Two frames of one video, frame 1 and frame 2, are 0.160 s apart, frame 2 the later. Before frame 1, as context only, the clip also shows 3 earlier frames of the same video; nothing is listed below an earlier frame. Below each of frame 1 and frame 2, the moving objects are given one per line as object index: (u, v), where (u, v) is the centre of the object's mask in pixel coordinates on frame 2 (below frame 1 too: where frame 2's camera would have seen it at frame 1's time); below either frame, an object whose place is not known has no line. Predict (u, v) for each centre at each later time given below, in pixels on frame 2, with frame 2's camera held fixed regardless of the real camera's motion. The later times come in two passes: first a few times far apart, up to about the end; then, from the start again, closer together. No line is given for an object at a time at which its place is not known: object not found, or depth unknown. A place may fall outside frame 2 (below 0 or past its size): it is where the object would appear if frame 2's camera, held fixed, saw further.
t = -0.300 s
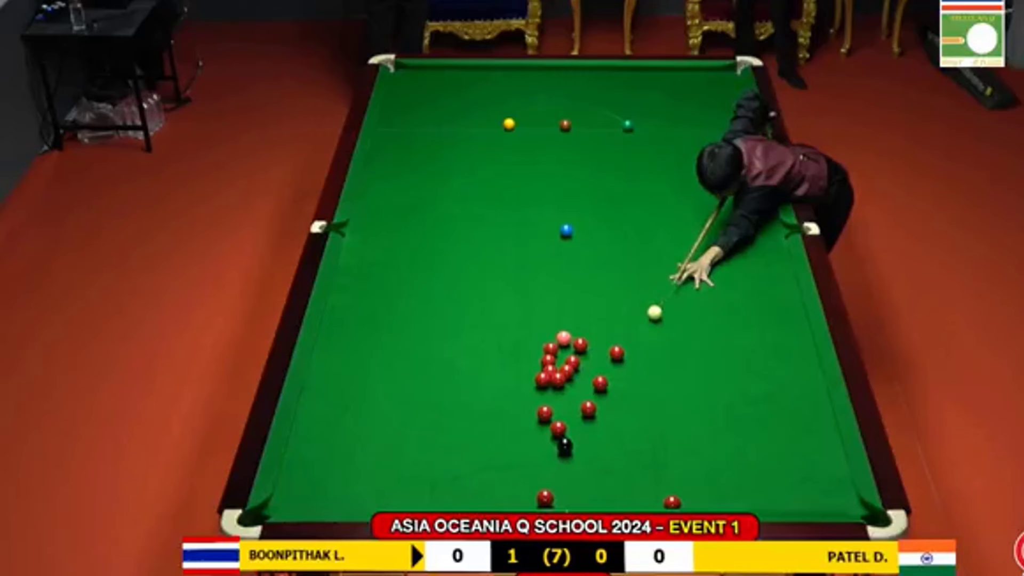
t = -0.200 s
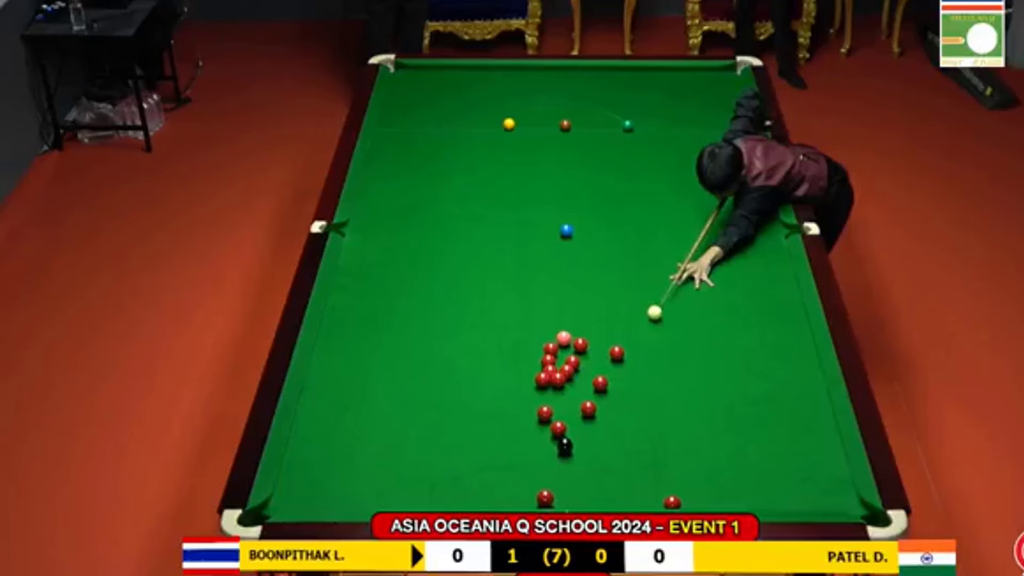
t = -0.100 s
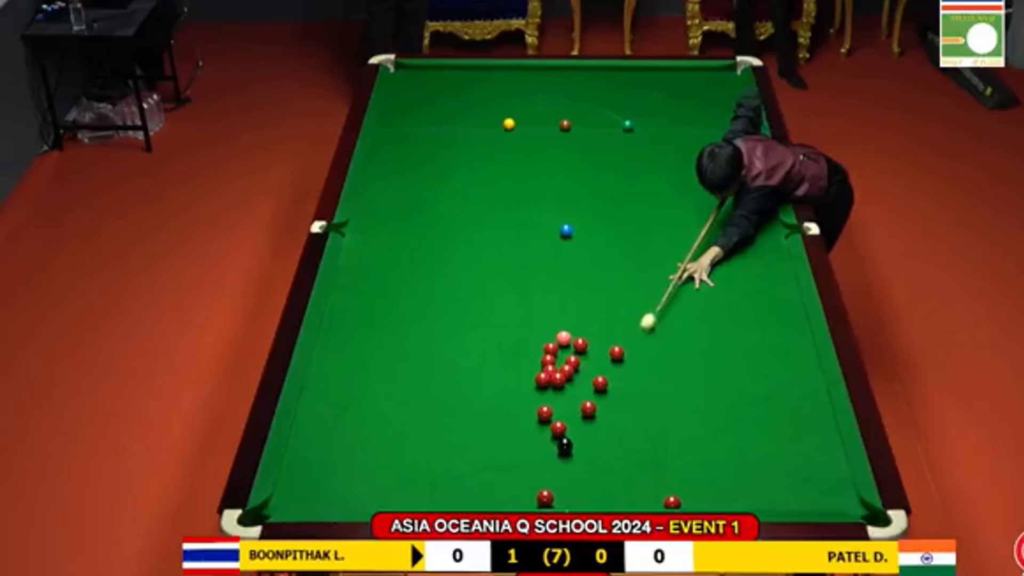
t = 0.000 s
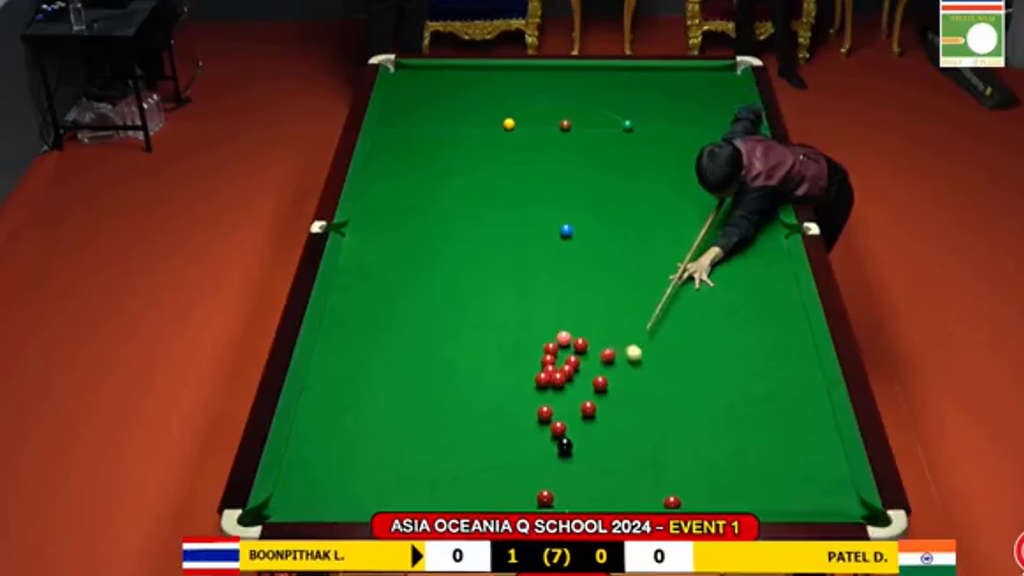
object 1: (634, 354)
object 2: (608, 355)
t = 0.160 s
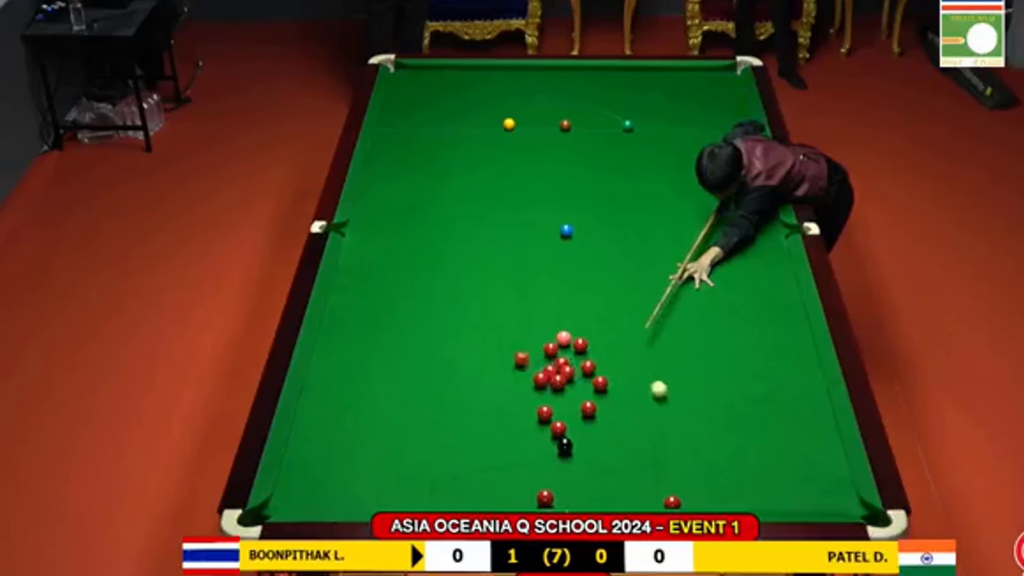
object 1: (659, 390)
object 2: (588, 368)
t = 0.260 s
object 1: (673, 413)
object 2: (589, 373)
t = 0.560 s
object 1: (718, 490)
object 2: (585, 382)
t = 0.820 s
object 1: (756, 469)
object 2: (581, 386)
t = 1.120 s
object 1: (794, 423)
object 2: (577, 391)
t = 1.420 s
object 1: (811, 383)
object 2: (573, 394)
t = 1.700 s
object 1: (779, 354)
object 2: (571, 397)
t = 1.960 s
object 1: (753, 328)
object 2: (571, 397)
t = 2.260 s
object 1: (725, 302)
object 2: (571, 398)
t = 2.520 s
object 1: (704, 281)
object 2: (571, 398)
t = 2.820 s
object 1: (681, 260)
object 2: (571, 398)
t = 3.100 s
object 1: (663, 241)
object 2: (571, 398)
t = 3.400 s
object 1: (646, 223)
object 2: (571, 398)
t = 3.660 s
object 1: (632, 209)
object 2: (571, 398)
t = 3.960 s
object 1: (618, 194)
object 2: (571, 398)
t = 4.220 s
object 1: (607, 183)
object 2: (571, 398)
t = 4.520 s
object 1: (596, 170)
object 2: (571, 398)
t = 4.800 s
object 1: (587, 160)
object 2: (570, 398)
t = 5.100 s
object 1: (578, 150)
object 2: (570, 398)
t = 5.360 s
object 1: (572, 142)
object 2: (570, 398)
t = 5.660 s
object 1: (565, 134)
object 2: (570, 398)
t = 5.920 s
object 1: (559, 129)
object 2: (570, 398)
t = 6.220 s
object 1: (551, 127)
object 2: (570, 398)
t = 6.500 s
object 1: (546, 125)
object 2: (570, 398)
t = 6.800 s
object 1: (541, 124)
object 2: (570, 398)
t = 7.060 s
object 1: (539, 123)
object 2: (570, 398)
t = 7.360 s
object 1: (537, 122)
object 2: (571, 398)
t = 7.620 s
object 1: (537, 122)
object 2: (571, 398)
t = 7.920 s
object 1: (537, 122)
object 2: (571, 398)
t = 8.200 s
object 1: (537, 122)
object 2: (571, 398)
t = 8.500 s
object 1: (537, 122)
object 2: (571, 398)
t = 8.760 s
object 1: (537, 122)
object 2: (571, 398)
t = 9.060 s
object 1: (537, 123)
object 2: (571, 398)
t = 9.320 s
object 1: (537, 122)
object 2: (571, 398)
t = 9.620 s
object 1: (537, 122)
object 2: (571, 398)
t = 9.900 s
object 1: (537, 122)
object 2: (571, 398)
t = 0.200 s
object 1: (664, 400)
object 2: (588, 370)
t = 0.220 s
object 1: (667, 404)
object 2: (588, 371)
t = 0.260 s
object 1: (673, 413)
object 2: (589, 373)
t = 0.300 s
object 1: (678, 423)
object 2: (589, 374)
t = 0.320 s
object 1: (681, 428)
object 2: (589, 375)
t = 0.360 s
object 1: (687, 438)
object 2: (589, 377)
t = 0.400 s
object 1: (693, 448)
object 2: (589, 378)
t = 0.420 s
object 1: (696, 454)
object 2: (588, 379)
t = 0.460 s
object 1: (702, 464)
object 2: (587, 380)
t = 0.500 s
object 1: (708, 475)
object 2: (587, 380)
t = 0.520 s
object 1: (711, 480)
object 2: (586, 381)
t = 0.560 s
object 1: (718, 490)
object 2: (585, 382)
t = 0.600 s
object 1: (724, 500)
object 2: (585, 383)
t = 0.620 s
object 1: (727, 504)
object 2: (584, 383)
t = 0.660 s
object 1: (733, 498)
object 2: (584, 383)
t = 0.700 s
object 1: (739, 490)
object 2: (583, 384)
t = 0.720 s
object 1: (742, 486)
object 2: (583, 384)
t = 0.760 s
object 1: (748, 479)
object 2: (582, 385)
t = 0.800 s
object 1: (753, 472)
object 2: (581, 386)
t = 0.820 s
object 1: (756, 469)
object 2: (581, 386)
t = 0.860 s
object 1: (761, 462)
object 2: (580, 387)
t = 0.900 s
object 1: (766, 456)
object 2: (579, 388)
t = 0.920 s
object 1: (769, 453)
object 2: (579, 388)
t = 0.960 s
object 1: (774, 447)
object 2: (579, 389)
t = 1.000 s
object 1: (779, 441)
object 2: (578, 390)
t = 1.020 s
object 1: (782, 437)
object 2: (578, 390)
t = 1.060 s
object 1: (787, 432)
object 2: (578, 390)
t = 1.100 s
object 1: (792, 426)
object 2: (577, 391)
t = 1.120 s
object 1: (794, 423)
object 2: (577, 391)
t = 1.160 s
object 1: (799, 417)
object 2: (576, 391)
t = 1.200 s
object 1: (804, 412)
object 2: (576, 392)
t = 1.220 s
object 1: (806, 409)
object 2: (576, 392)
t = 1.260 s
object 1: (810, 403)
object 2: (575, 393)
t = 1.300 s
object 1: (815, 398)
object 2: (575, 393)
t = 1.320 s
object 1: (817, 396)
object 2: (574, 393)
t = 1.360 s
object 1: (819, 390)
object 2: (574, 393)
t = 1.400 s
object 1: (813, 386)
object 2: (573, 394)
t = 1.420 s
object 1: (811, 383)
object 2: (573, 394)
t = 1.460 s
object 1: (806, 379)
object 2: (573, 395)
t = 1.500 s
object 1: (801, 374)
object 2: (573, 395)
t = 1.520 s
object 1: (799, 372)
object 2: (573, 395)
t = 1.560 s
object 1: (795, 368)
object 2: (572, 396)
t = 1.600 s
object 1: (790, 364)
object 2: (572, 396)
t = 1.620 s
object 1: (788, 362)
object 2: (572, 396)
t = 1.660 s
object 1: (784, 358)
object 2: (572, 396)
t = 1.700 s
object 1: (779, 354)
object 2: (571, 397)
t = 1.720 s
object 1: (777, 352)
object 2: (571, 397)
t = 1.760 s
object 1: (773, 348)
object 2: (571, 397)
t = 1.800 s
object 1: (769, 343)
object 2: (571, 397)
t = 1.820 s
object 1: (767, 342)
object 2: (571, 397)
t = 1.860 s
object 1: (763, 338)
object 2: (571, 397)
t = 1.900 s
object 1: (759, 334)
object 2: (571, 397)
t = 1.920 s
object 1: (757, 332)
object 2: (571, 397)
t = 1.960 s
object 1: (753, 328)
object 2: (571, 397)
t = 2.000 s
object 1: (748, 325)
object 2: (570, 398)
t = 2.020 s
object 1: (747, 323)
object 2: (571, 398)
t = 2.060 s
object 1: (743, 319)
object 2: (570, 398)
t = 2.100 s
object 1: (739, 316)
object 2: (570, 398)
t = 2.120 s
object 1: (737, 314)
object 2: (570, 398)
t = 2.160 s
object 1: (734, 311)
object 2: (571, 398)
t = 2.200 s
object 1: (730, 307)
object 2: (571, 398)
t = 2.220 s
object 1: (729, 306)
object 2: (571, 398)
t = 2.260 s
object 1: (725, 302)
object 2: (571, 398)
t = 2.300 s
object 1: (722, 299)
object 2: (571, 398)
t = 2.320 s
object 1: (720, 297)
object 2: (571, 398)
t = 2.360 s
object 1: (717, 294)
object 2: (571, 398)
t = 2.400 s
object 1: (713, 291)
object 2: (571, 398)
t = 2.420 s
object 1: (712, 289)
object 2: (571, 398)
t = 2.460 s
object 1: (708, 286)
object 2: (571, 398)
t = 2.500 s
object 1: (705, 283)
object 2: (571, 398)
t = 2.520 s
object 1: (704, 281)
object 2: (571, 398)
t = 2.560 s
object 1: (701, 278)
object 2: (571, 398)
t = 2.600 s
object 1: (697, 275)
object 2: (571, 398)
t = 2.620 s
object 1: (696, 274)
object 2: (571, 398)
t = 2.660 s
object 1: (693, 271)
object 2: (571, 398)
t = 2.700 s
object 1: (690, 268)
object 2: (571, 398)
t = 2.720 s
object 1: (688, 267)
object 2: (571, 398)
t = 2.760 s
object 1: (685, 264)
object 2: (571, 398)
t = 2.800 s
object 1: (683, 261)
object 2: (571, 398)
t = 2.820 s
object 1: (681, 260)
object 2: (571, 398)
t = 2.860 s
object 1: (678, 257)
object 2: (571, 398)
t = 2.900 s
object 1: (676, 254)
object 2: (571, 398)
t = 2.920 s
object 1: (674, 253)
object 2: (571, 398)
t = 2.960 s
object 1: (672, 250)
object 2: (571, 398)
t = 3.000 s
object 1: (669, 248)
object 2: (571, 398)
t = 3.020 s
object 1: (668, 246)
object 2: (571, 398)
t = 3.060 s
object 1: (665, 244)
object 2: (571, 398)
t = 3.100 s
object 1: (663, 241)
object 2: (571, 398)
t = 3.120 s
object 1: (662, 240)
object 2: (571, 398)
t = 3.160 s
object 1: (659, 238)
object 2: (571, 398)
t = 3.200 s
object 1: (657, 235)
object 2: (571, 398)
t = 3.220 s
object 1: (656, 234)
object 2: (571, 398)
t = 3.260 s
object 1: (653, 232)
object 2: (571, 398)
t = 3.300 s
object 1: (651, 229)
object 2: (571, 398)
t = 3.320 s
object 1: (650, 228)
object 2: (571, 398)
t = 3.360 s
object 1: (648, 226)
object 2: (571, 398)
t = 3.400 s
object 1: (646, 223)
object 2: (571, 398)
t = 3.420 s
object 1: (645, 222)
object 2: (571, 398)
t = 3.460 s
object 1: (642, 220)
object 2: (571, 398)
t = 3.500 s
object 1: (640, 218)
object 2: (571, 398)
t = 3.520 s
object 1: (639, 217)
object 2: (571, 398)
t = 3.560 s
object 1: (637, 215)
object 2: (571, 398)
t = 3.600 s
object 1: (635, 212)
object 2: (571, 398)
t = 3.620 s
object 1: (634, 211)
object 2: (571, 398)
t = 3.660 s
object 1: (632, 209)
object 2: (571, 398)
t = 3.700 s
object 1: (630, 207)
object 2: (571, 398)
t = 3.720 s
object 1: (629, 206)
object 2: (571, 398)
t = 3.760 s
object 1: (627, 204)
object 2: (571, 398)
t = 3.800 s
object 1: (625, 202)
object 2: (571, 398)
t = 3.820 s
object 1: (624, 201)
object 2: (571, 398)
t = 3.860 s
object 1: (622, 199)
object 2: (571, 398)
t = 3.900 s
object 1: (621, 197)
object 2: (571, 398)
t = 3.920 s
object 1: (620, 196)
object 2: (571, 398)
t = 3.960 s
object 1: (618, 194)
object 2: (571, 398)
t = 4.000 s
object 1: (616, 193)
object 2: (571, 398)
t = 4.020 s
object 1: (615, 191)
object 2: (571, 398)
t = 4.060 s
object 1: (614, 190)
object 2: (571, 398)
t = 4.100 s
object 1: (612, 188)
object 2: (571, 398)
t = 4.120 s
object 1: (611, 187)
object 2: (571, 398)
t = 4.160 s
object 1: (610, 185)
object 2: (570, 398)
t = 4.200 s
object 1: (608, 184)
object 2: (571, 398)
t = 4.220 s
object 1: (607, 183)
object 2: (571, 398)
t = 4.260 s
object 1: (606, 181)
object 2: (571, 398)
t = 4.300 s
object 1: (604, 179)
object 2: (571, 398)
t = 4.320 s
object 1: (604, 179)
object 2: (571, 398)
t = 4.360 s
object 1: (602, 177)
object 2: (571, 398)
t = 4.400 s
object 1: (600, 175)
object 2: (571, 398)
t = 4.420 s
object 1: (599, 174)
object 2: (571, 398)
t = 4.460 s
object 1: (598, 173)
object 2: (571, 398)
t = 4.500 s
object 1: (597, 171)
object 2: (571, 398)
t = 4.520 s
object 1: (596, 170)
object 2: (571, 398)
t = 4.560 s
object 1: (595, 169)
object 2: (571, 398)
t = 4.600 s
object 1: (593, 167)
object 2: (570, 398)
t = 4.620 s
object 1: (593, 166)
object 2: (570, 398)
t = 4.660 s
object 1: (591, 165)
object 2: (570, 398)
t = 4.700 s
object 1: (590, 163)
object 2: (570, 398)
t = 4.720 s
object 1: (589, 163)
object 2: (570, 398)
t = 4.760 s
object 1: (589, 161)
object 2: (570, 398)
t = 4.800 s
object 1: (587, 160)
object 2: (570, 398)
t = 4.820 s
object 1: (586, 159)
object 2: (570, 398)
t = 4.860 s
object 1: (585, 158)
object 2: (570, 398)
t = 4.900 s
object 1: (584, 157)
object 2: (570, 398)
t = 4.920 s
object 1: (583, 156)
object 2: (570, 398)
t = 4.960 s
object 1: (582, 154)
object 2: (570, 398)
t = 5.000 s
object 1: (581, 153)
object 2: (570, 398)
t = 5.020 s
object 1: (581, 153)
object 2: (570, 398)
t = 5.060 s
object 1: (579, 151)
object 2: (570, 398)
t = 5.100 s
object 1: (578, 150)
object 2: (570, 398)
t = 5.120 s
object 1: (577, 149)
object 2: (570, 398)
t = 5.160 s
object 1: (577, 148)
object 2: (570, 398)
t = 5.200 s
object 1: (576, 147)
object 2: (570, 398)
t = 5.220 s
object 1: (575, 146)
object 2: (570, 398)
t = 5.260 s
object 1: (574, 145)
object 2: (570, 398)
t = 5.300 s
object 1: (573, 144)
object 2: (570, 398)
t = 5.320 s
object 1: (573, 143)
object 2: (570, 398)
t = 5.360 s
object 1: (572, 142)
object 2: (570, 398)
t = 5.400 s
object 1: (571, 141)
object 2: (570, 398)
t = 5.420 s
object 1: (570, 140)
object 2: (570, 398)
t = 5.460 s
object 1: (570, 140)
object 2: (570, 398)
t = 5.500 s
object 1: (568, 138)
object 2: (570, 398)
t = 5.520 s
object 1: (568, 138)
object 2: (570, 398)
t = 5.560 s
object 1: (567, 137)
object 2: (570, 398)
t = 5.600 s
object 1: (566, 136)
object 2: (570, 398)
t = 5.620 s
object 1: (566, 135)
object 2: (570, 398)
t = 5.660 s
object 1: (565, 134)
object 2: (570, 398)
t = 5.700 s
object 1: (564, 133)
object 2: (570, 398)
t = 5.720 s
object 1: (563, 133)
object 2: (570, 398)
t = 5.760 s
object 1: (563, 132)
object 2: (570, 398)
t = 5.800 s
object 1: (562, 131)
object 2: (570, 398)
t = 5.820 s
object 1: (561, 130)
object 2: (570, 398)
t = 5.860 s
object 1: (561, 130)
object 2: (570, 398)
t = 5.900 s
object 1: (560, 129)
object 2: (570, 398)
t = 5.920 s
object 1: (559, 129)
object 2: (570, 398)
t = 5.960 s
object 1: (558, 129)
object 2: (570, 398)
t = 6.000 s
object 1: (556, 128)
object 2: (570, 398)
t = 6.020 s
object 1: (556, 128)
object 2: (570, 398)
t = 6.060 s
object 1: (555, 128)
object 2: (570, 398)
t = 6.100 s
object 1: (554, 127)
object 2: (570, 398)
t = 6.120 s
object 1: (554, 127)
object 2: (570, 398)
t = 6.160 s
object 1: (553, 127)
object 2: (570, 398)
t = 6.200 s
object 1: (552, 127)
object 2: (570, 398)
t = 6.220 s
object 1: (551, 127)
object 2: (570, 398)
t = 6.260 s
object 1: (551, 127)
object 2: (570, 398)
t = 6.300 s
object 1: (550, 126)
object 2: (570, 398)
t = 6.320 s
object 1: (549, 126)
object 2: (570, 398)
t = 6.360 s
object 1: (548, 126)
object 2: (570, 398)
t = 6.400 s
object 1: (548, 125)
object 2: (570, 398)
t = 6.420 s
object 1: (547, 125)
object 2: (570, 398)
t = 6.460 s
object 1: (547, 125)
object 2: (570, 398)
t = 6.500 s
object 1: (546, 125)
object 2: (570, 398)
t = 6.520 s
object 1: (545, 125)
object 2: (570, 398)
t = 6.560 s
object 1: (545, 125)
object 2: (570, 398)
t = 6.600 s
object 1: (544, 125)
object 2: (570, 398)
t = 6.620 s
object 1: (544, 124)
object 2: (570, 398)
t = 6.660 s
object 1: (543, 124)
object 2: (570, 398)
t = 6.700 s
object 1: (543, 124)
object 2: (570, 398)
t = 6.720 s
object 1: (542, 124)
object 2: (570, 398)
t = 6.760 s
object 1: (542, 124)
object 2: (570, 398)
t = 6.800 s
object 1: (541, 124)
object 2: (570, 398)
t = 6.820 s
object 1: (541, 123)
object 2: (570, 398)
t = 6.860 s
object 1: (541, 123)
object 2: (570, 398)
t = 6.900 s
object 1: (540, 123)
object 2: (571, 398)
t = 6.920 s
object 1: (540, 123)
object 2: (570, 398)
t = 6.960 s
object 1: (540, 123)
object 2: (570, 398)
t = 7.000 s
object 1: (539, 123)
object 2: (570, 398)
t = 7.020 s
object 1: (539, 123)
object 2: (570, 398)
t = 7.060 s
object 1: (539, 123)
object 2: (570, 398)
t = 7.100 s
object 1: (538, 123)
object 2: (571, 398)
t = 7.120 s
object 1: (538, 123)
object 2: (571, 398)
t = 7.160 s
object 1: (538, 122)
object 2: (570, 398)
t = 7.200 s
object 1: (538, 122)
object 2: (571, 398)
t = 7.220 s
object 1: (538, 122)
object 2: (571, 398)
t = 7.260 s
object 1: (537, 122)
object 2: (571, 398)
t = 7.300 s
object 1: (537, 122)
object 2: (571, 398)
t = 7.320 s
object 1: (537, 122)
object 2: (571, 398)
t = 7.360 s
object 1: (537, 122)
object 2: (571, 398)
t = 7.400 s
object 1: (537, 122)
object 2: (571, 398)
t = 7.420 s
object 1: (537, 122)
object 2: (571, 398)
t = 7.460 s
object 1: (537, 122)
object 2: (571, 398)
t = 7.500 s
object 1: (537, 122)
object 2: (571, 398)
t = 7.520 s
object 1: (537, 122)
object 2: (571, 398)
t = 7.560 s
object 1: (537, 122)
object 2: (571, 398)
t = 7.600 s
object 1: (537, 122)
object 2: (571, 398)
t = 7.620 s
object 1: (537, 122)
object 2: (571, 398)
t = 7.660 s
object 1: (537, 122)
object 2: (571, 398)
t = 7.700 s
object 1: (537, 122)
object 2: (571, 398)
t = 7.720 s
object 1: (537, 122)
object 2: (571, 398)
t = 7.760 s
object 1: (537, 122)
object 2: (571, 398)
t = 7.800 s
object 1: (537, 122)
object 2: (571, 398)
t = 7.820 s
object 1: (537, 122)
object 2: (571, 398)
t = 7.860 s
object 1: (537, 122)
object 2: (571, 398)
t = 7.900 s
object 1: (537, 122)
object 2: (571, 398)
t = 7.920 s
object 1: (537, 122)
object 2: (571, 398)
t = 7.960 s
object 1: (537, 122)
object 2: (571, 398)
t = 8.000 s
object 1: (537, 122)
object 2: (571, 398)
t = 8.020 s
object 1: (537, 122)
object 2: (571, 398)
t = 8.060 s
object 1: (537, 122)
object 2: (571, 398)
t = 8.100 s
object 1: (537, 122)
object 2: (571, 398)
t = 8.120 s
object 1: (537, 122)
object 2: (571, 398)
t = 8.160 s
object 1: (537, 122)
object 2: (571, 398)
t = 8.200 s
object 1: (537, 122)
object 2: (571, 398)
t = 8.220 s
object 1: (537, 122)
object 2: (571, 398)
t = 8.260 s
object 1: (537, 122)
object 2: (571, 398)
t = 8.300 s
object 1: (537, 122)
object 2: (571, 398)
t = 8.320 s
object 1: (537, 122)
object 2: (571, 398)
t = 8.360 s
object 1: (537, 122)
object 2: (571, 398)
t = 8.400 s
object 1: (537, 122)
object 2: (571, 398)
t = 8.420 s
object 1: (537, 122)
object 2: (571, 398)
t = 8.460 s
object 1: (537, 122)
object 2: (571, 398)
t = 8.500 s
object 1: (537, 122)
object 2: (571, 398)
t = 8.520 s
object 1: (537, 122)
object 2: (571, 398)
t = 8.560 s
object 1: (537, 122)
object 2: (571, 398)
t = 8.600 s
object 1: (537, 122)
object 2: (571, 398)
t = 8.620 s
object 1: (537, 122)
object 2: (571, 398)
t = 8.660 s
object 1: (537, 122)
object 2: (571, 398)
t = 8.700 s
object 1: (537, 122)
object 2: (571, 398)
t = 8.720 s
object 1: (537, 122)
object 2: (571, 398)
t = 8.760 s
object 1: (537, 122)
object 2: (571, 398)
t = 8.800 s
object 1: (537, 122)
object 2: (571, 398)
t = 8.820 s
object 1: (537, 122)
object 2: (571, 398)
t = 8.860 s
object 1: (537, 122)
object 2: (571, 398)
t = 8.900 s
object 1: (537, 122)
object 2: (571, 398)
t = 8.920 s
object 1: (537, 122)
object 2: (571, 398)
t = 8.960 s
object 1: (537, 123)
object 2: (571, 398)
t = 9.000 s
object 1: (537, 123)
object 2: (571, 398)
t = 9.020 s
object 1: (537, 123)
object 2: (571, 398)
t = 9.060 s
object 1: (537, 123)
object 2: (571, 398)
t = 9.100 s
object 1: (537, 123)
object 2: (571, 398)
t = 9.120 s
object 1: (537, 123)
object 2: (571, 398)
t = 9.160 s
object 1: (537, 122)
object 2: (571, 398)
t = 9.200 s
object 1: (537, 122)
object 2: (571, 398)
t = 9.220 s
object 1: (537, 122)
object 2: (571, 398)
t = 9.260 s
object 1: (537, 122)
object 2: (571, 398)
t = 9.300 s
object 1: (537, 122)
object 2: (571, 398)
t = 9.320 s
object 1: (537, 122)
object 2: (571, 398)
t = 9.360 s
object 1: (537, 122)
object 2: (571, 398)
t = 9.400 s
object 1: (537, 122)
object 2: (570, 398)
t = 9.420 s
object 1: (537, 122)
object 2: (571, 398)
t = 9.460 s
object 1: (537, 122)
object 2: (571, 398)
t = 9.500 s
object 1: (537, 122)
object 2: (571, 398)
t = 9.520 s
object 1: (537, 122)
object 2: (570, 398)
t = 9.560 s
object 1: (537, 122)
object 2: (571, 398)
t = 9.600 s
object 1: (537, 122)
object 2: (570, 398)
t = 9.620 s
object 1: (537, 122)
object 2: (571, 398)
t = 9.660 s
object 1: (537, 122)
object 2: (570, 398)
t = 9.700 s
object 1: (537, 122)
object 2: (571, 398)
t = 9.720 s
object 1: (537, 122)
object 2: (570, 398)
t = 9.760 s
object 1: (537, 122)
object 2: (571, 398)
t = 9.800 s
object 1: (537, 122)
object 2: (570, 398)
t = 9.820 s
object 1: (537, 122)
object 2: (570, 398)
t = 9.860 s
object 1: (537, 122)
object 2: (571, 398)
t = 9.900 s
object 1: (537, 122)
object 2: (571, 398)
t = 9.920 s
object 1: (537, 122)
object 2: (571, 398)
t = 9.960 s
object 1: (537, 122)
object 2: (571, 398)
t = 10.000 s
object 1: (537, 122)
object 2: (571, 398)
